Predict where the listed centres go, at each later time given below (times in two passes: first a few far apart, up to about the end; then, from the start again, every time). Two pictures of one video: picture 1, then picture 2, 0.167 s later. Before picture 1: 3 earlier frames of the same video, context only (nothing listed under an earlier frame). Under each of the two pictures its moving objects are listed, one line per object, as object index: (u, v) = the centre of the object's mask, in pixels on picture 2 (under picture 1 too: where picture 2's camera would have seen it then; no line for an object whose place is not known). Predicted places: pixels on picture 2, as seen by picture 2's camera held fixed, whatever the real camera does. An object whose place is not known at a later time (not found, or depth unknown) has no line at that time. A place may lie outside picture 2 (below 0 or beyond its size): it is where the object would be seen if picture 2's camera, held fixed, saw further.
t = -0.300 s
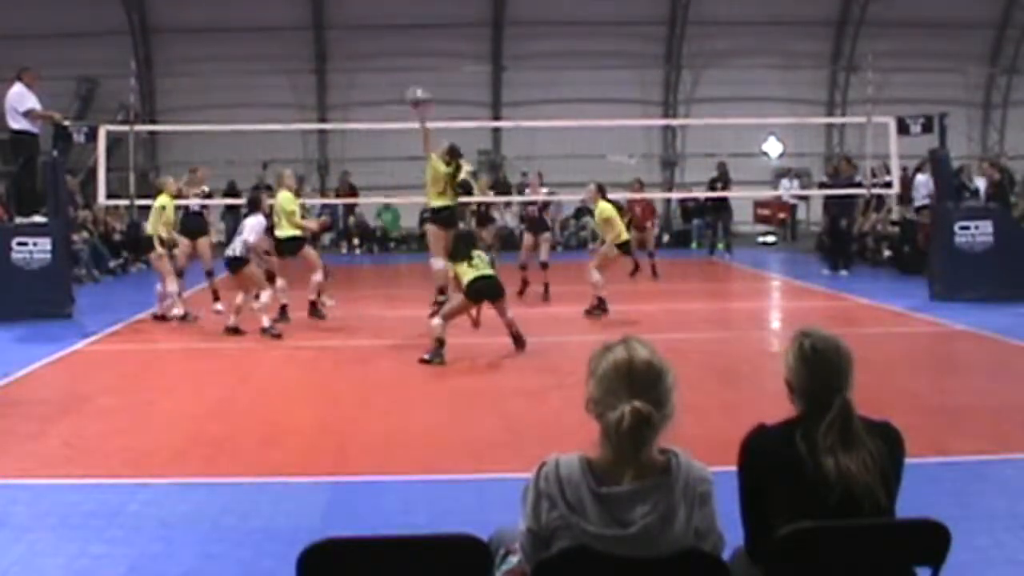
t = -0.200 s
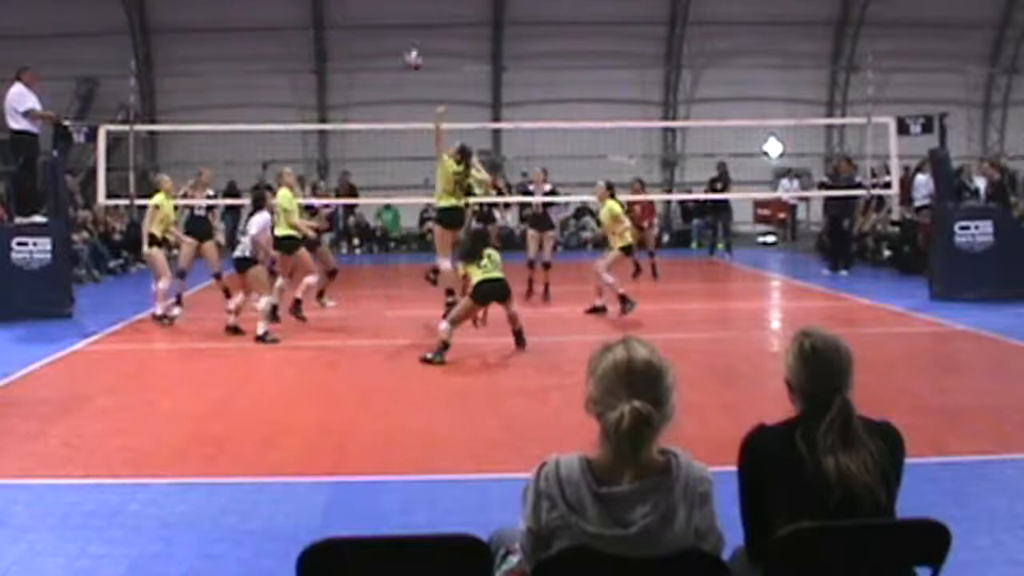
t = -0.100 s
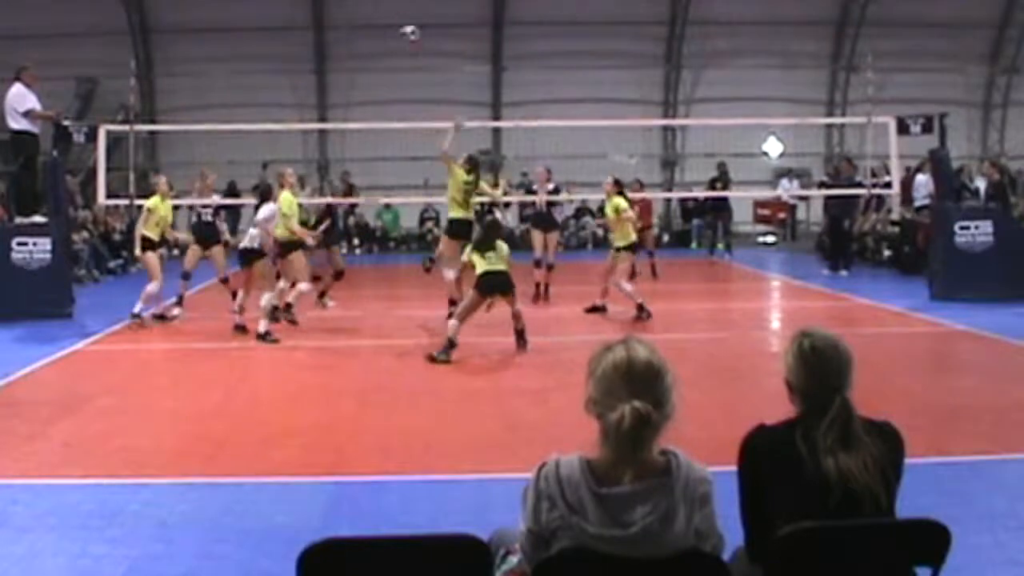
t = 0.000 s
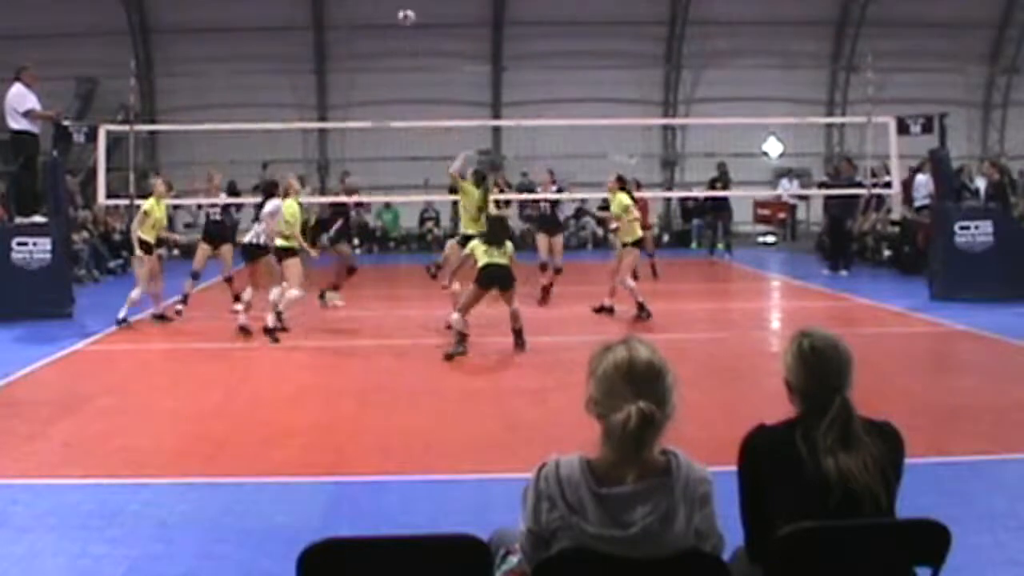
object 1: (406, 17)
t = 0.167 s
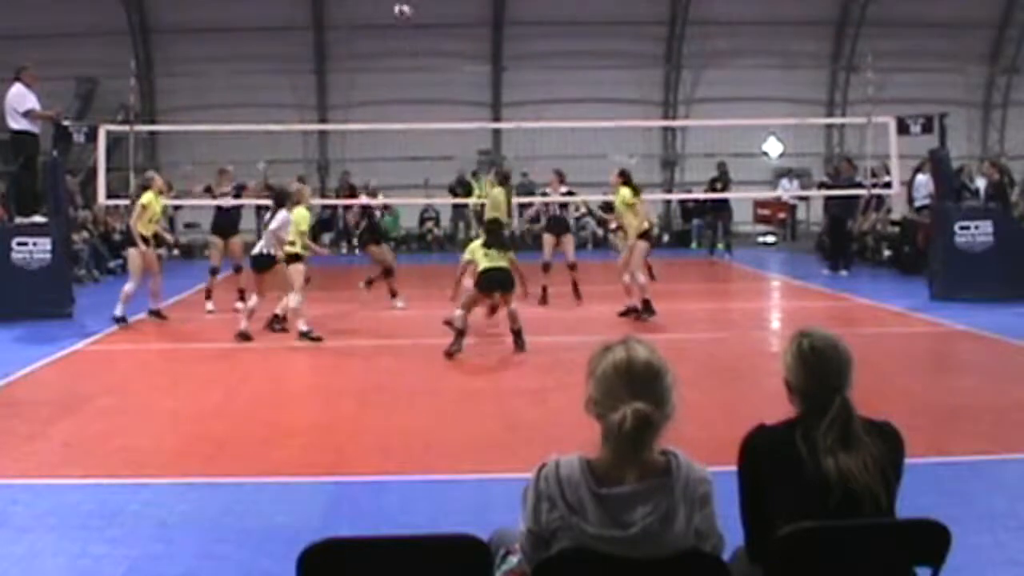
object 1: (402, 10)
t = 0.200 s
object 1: (401, 13)
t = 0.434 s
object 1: (397, 50)
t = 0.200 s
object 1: (401, 13)
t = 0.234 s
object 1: (400, 15)
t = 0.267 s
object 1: (399, 18)
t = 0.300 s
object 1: (399, 21)
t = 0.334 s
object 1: (398, 27)
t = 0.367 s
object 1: (397, 34)
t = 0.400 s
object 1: (397, 41)
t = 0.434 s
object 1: (397, 50)
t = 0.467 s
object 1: (394, 54)
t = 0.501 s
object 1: (394, 65)
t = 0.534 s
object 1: (393, 75)
